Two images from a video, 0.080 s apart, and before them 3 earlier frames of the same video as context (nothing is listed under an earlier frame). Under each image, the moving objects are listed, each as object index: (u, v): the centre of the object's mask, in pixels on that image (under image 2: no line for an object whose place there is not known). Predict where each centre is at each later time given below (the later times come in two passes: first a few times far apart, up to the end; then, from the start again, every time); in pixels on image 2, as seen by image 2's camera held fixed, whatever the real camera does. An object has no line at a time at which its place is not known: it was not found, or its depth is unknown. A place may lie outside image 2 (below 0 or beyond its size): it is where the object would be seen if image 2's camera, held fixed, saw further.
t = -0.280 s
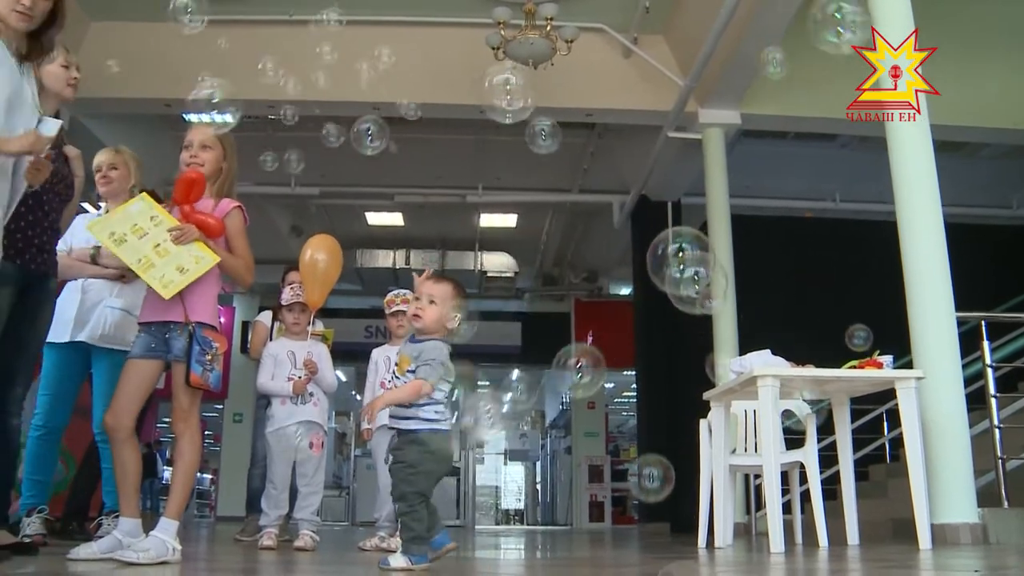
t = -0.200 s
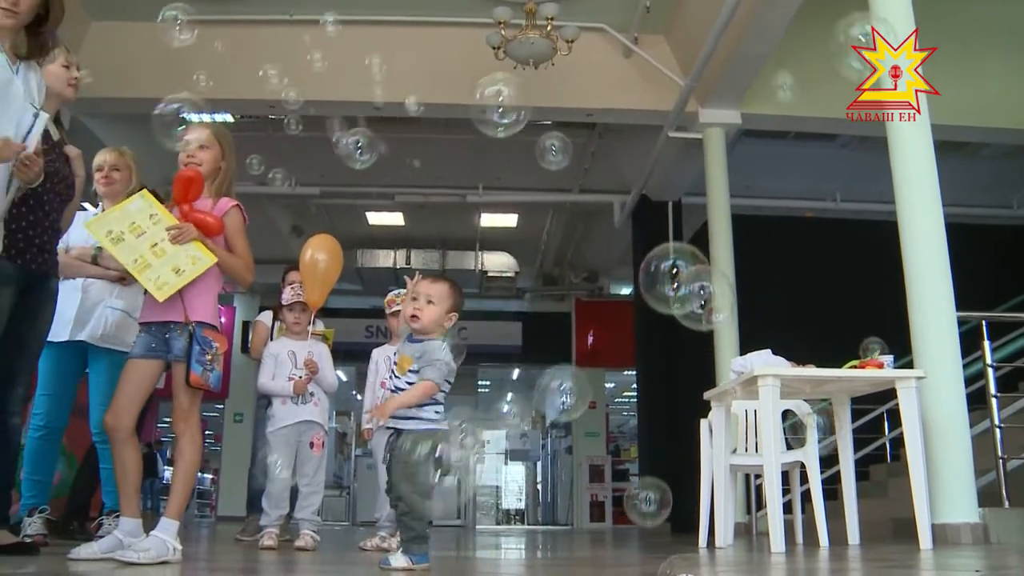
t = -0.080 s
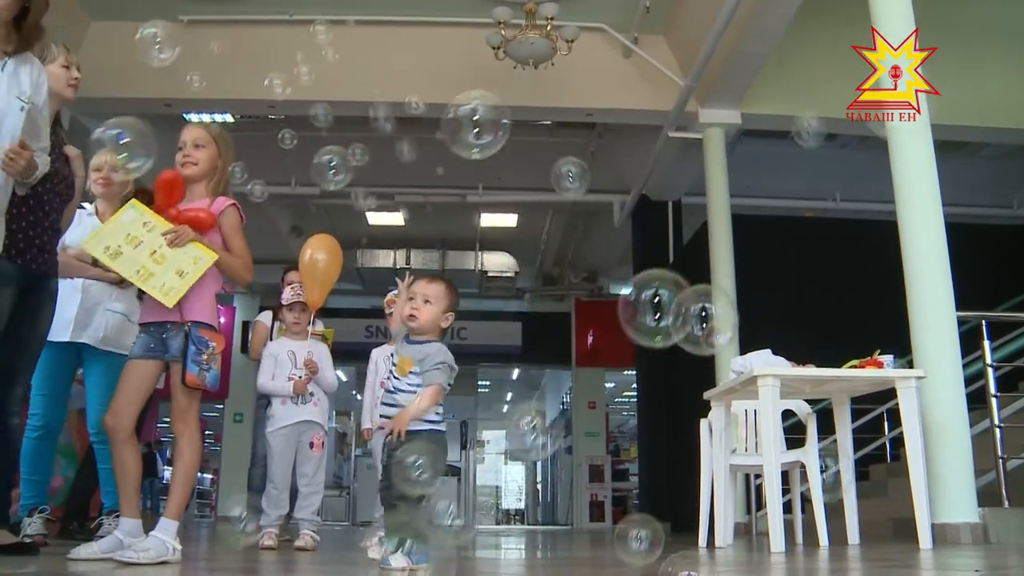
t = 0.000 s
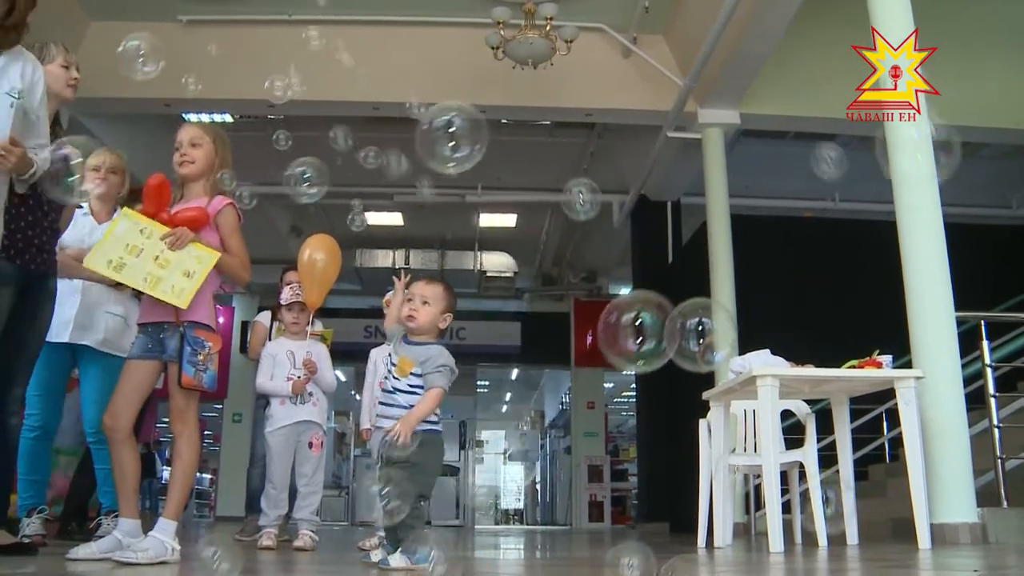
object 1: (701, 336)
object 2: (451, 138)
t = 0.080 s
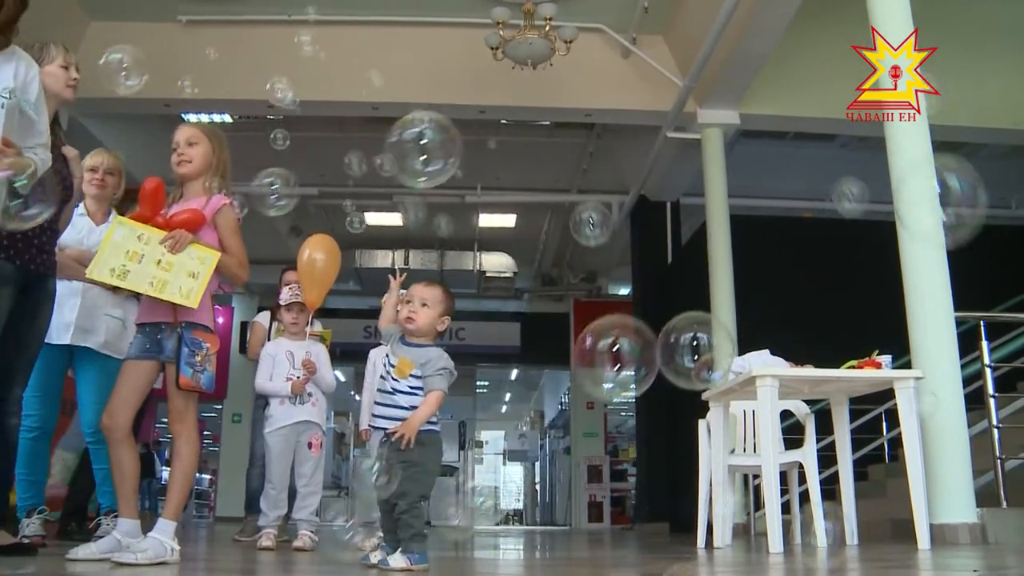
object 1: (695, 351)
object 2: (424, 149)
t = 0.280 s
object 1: (671, 392)
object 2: (329, 185)
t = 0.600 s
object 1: (580, 497)
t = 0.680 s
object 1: (557, 533)
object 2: (24, 328)
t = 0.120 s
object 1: (691, 359)
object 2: (407, 156)
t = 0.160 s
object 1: (688, 367)
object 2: (389, 164)
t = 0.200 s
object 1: (682, 375)
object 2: (372, 169)
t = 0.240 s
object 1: (675, 382)
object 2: (352, 177)
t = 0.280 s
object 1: (671, 392)
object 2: (329, 185)
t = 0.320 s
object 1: (663, 402)
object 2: (306, 194)
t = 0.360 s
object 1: (651, 412)
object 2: (282, 204)
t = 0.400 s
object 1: (639, 422)
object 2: (265, 214)
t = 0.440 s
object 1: (627, 435)
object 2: (251, 224)
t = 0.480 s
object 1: (613, 447)
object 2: (233, 255)
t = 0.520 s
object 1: (600, 461)
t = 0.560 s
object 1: (587, 477)
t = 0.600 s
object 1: (580, 497)
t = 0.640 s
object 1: (564, 517)
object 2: (39, 313)
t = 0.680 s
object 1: (557, 533)
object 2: (24, 328)
